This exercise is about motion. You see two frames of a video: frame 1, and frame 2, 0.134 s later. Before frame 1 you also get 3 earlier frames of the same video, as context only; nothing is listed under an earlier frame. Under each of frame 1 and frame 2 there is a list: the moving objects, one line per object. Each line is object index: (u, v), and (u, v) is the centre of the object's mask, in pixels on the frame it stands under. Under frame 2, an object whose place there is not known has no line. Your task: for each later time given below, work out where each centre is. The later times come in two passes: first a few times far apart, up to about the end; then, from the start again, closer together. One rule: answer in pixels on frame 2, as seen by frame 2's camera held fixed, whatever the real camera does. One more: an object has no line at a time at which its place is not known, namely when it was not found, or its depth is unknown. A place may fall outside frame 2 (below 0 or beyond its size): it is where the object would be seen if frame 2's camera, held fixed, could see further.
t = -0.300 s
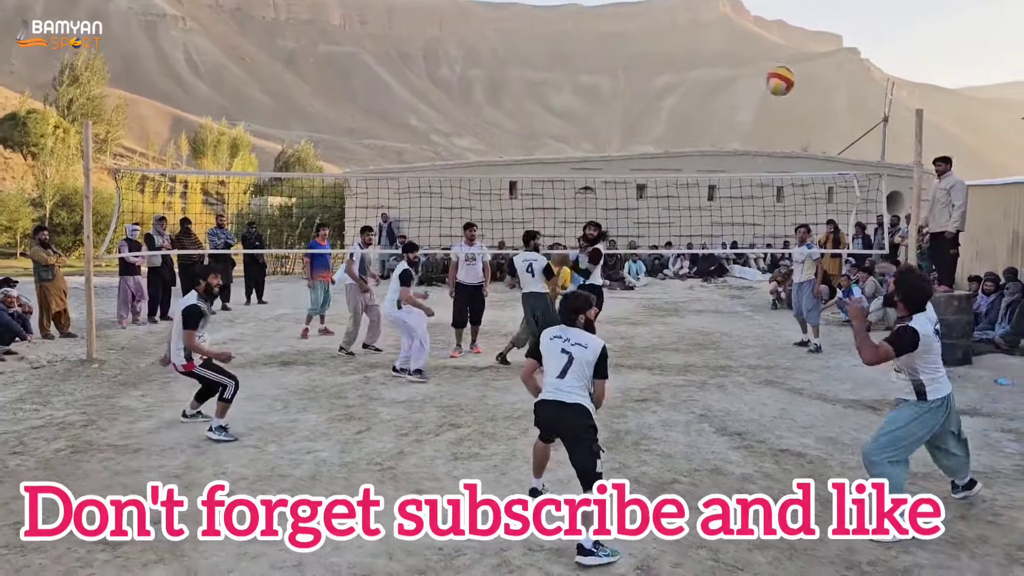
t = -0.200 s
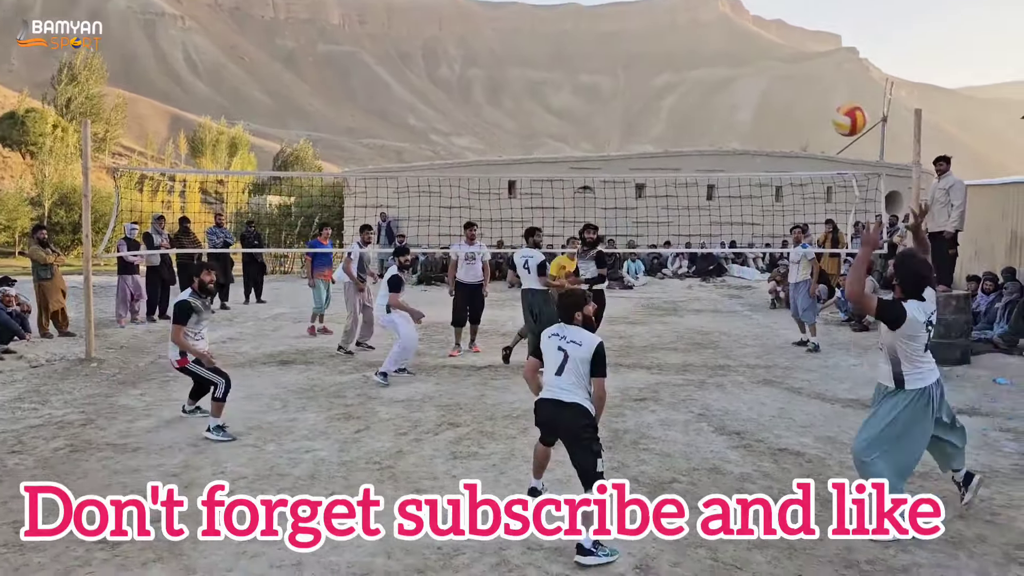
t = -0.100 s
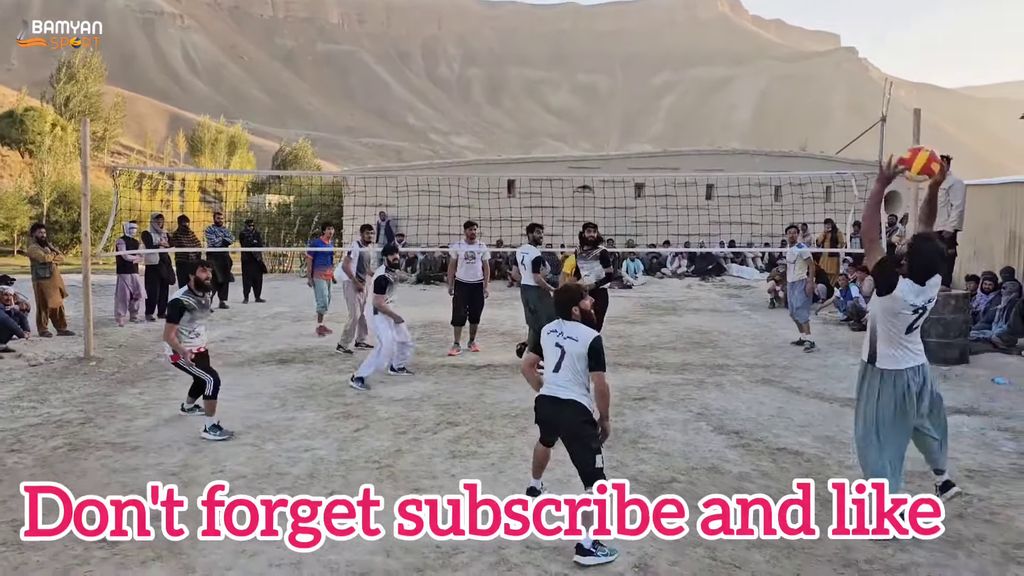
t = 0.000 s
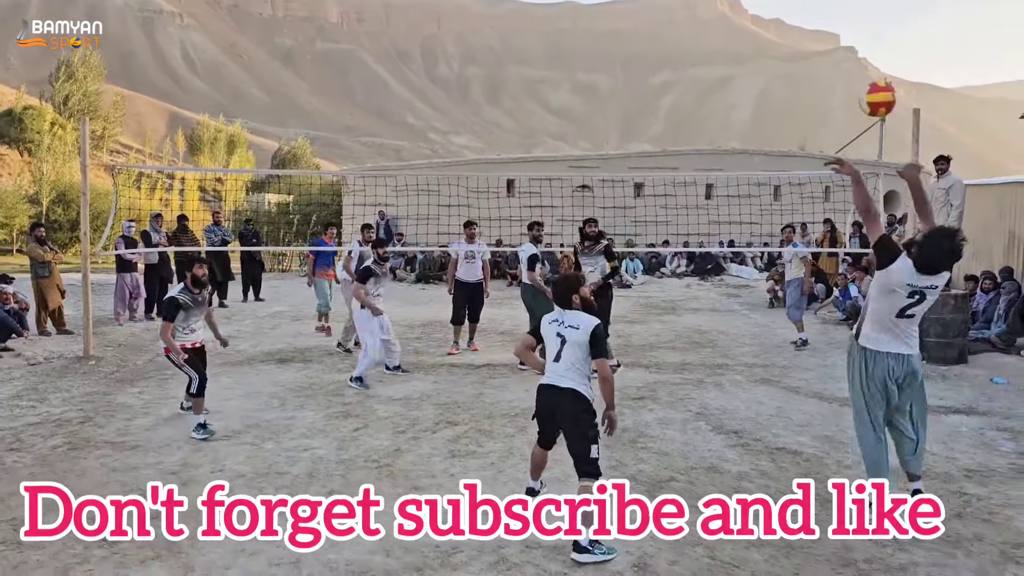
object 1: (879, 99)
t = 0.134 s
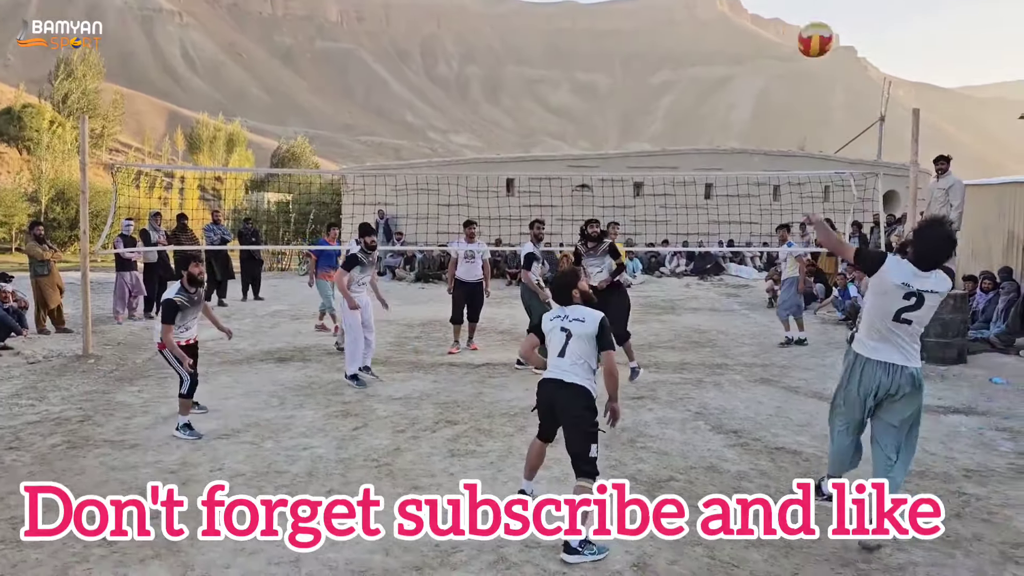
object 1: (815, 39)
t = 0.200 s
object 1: (786, 22)
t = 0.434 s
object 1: (697, 23)
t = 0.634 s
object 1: (632, 86)
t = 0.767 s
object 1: (595, 151)
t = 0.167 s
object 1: (800, 30)
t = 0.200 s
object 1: (786, 22)
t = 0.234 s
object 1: (772, 17)
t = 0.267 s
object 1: (759, 14)
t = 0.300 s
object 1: (746, 13)
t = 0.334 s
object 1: (733, 13)
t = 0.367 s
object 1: (721, 14)
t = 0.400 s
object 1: (709, 17)
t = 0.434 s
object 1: (697, 23)
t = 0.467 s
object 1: (686, 30)
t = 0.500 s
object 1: (675, 39)
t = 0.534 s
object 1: (664, 50)
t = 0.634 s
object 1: (632, 86)
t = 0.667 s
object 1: (623, 101)
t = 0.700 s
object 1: (613, 117)
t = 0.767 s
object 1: (595, 151)
